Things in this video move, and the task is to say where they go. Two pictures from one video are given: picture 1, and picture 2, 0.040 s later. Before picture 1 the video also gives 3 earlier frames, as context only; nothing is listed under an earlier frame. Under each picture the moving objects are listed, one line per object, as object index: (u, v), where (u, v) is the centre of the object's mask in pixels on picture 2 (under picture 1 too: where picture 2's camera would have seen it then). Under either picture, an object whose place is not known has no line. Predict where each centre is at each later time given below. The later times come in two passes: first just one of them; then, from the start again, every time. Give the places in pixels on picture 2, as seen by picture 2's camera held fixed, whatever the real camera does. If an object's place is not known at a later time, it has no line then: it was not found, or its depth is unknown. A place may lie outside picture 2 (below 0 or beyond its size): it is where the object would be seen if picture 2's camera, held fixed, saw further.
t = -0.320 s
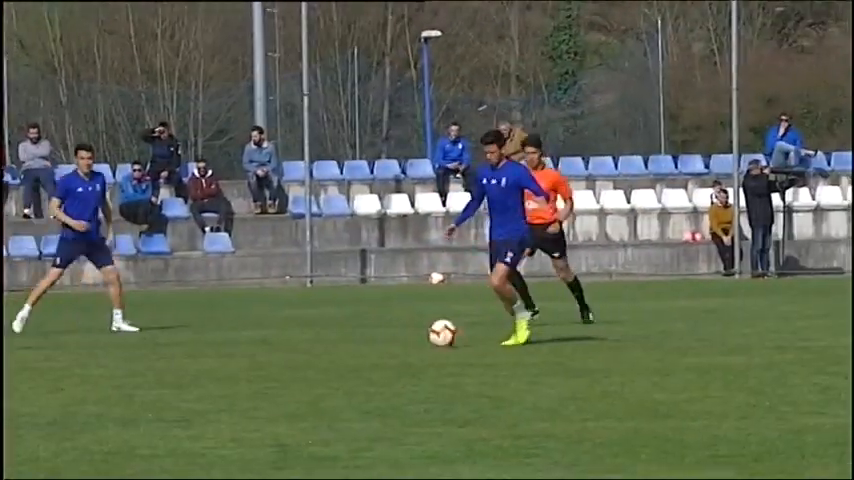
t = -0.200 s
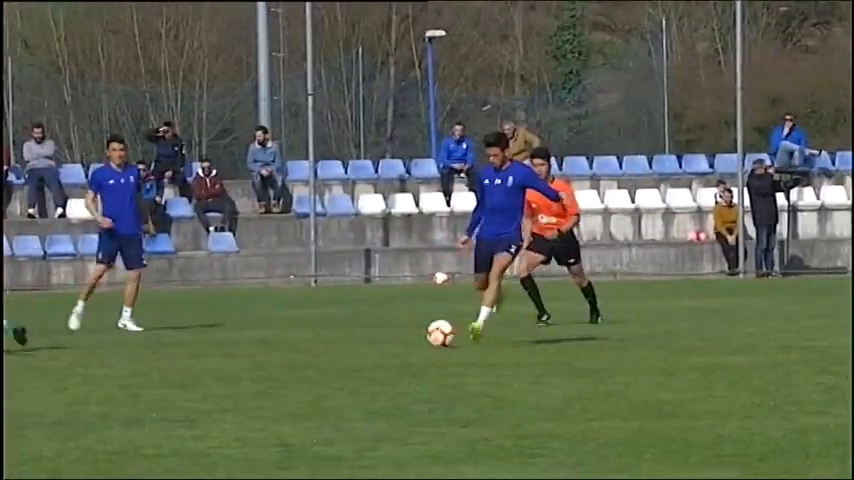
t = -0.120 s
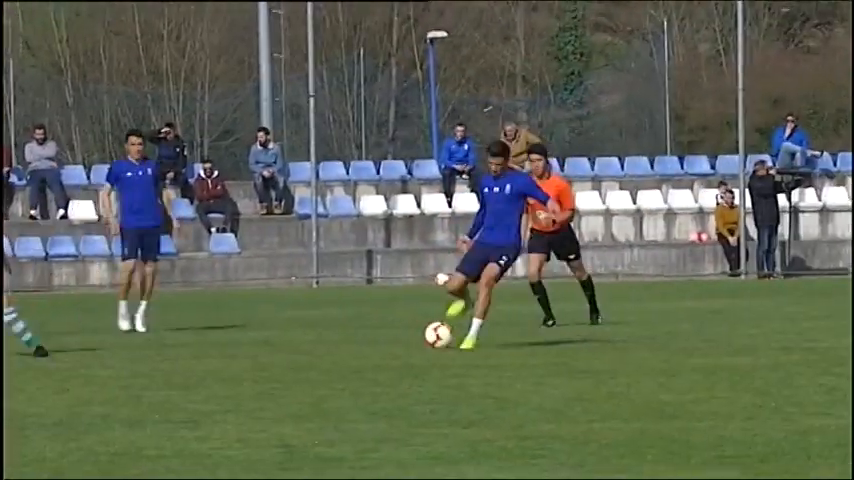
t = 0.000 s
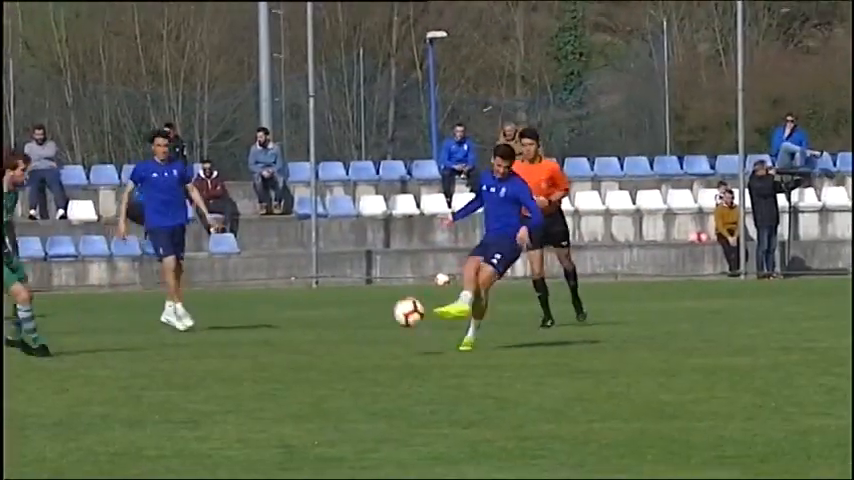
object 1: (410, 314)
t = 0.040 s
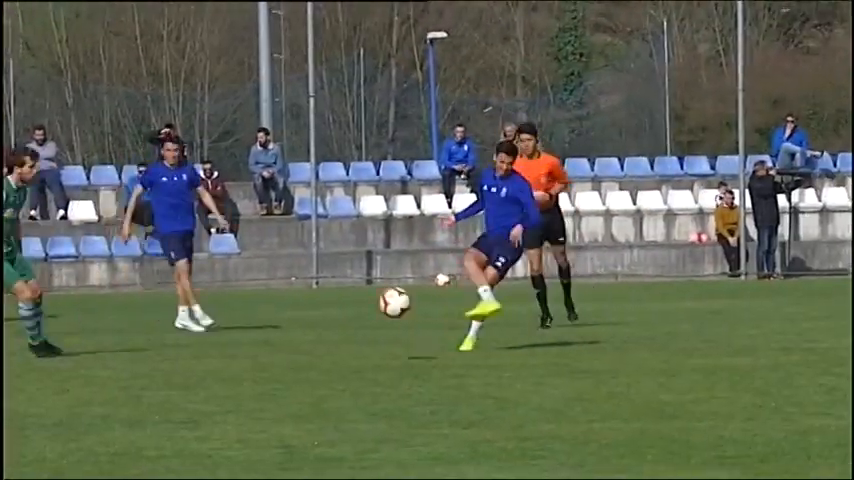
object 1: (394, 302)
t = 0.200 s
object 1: (342, 284)
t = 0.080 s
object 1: (380, 293)
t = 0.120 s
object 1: (368, 288)
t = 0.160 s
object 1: (354, 284)
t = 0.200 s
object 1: (342, 284)
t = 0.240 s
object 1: (329, 287)
